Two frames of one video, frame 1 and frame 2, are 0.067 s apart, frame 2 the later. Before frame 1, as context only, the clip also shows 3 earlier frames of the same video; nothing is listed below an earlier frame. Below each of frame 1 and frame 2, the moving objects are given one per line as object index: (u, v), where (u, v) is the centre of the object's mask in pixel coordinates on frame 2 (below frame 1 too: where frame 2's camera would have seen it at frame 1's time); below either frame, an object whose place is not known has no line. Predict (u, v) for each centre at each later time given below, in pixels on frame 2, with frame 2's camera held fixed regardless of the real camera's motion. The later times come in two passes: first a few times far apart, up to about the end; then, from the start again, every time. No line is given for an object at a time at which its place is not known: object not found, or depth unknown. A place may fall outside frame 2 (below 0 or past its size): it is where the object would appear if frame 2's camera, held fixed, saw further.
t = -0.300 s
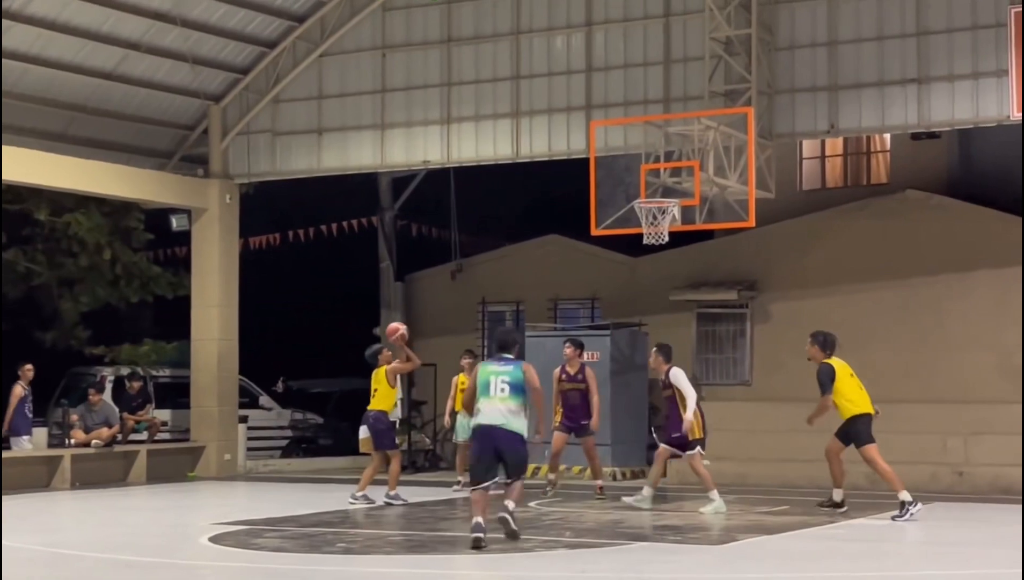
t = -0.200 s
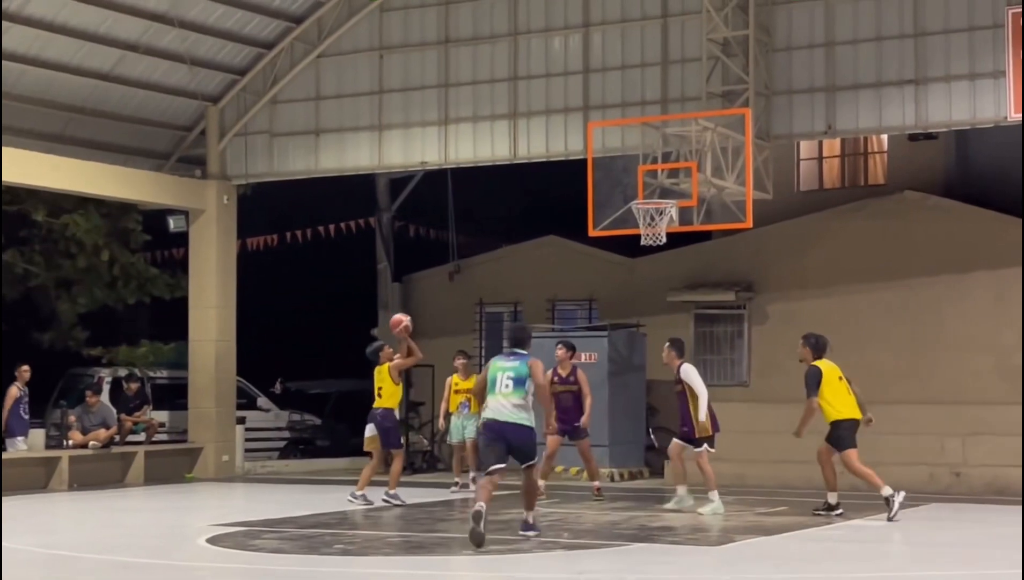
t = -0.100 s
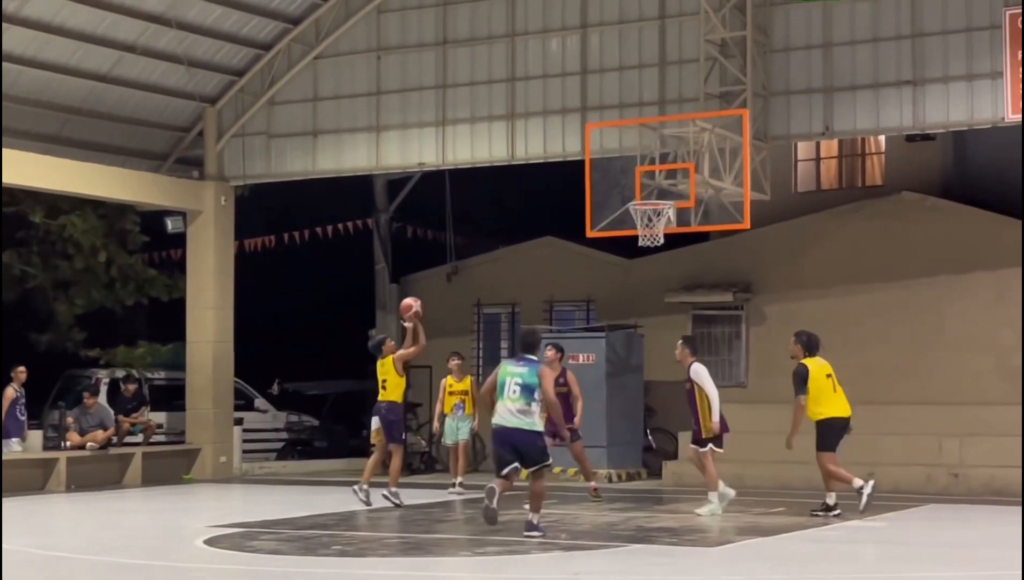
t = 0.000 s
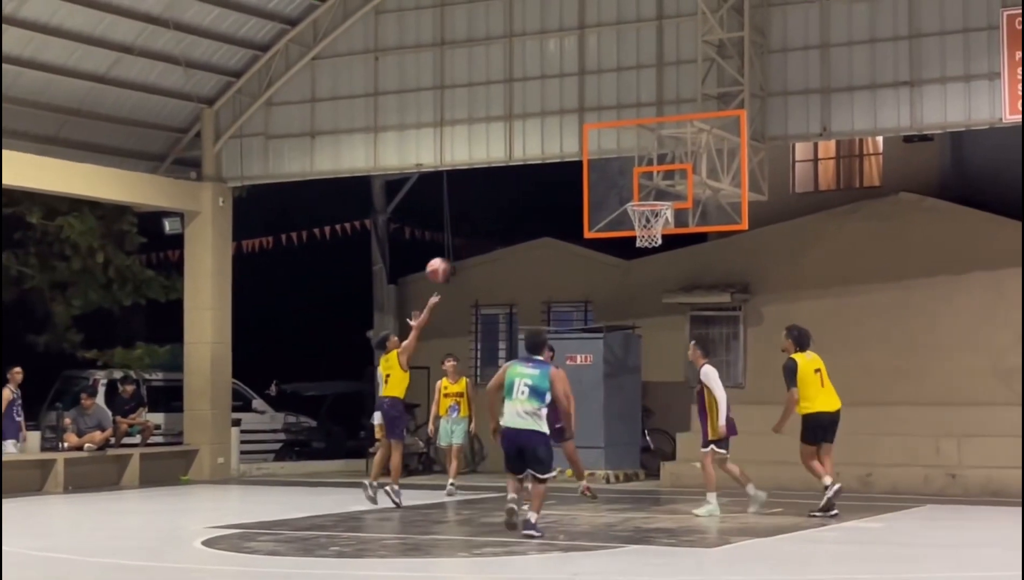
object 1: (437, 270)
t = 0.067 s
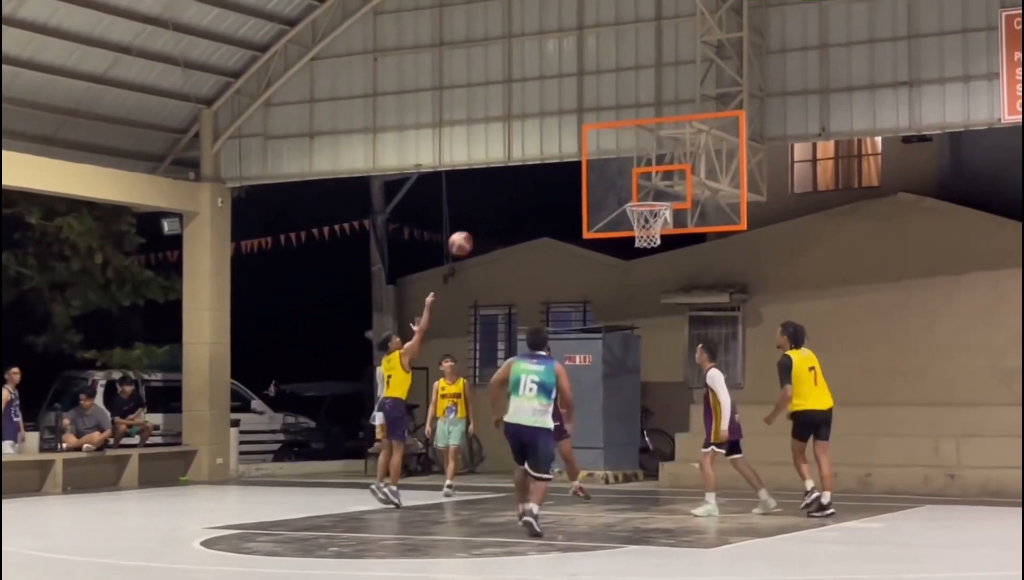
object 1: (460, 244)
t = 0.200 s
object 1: (507, 203)
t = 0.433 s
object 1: (586, 173)
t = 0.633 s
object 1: (641, 182)
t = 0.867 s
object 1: (649, 225)
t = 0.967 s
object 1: (643, 251)
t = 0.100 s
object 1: (472, 232)
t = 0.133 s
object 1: (484, 221)
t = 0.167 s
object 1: (496, 211)
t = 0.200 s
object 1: (507, 203)
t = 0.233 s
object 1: (518, 195)
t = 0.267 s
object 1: (530, 189)
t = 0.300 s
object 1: (541, 183)
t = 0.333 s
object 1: (553, 179)
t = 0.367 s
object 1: (564, 176)
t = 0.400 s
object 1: (575, 174)
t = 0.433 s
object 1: (586, 173)
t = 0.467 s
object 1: (598, 172)
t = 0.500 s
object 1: (610, 173)
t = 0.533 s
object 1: (621, 174)
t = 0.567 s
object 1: (632, 177)
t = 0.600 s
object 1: (639, 180)
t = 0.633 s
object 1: (641, 182)
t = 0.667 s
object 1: (645, 188)
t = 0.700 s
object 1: (648, 191)
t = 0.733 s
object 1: (651, 196)
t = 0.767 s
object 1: (655, 207)
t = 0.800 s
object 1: (655, 215)
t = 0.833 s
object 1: (651, 219)
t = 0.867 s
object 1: (649, 225)
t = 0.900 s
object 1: (648, 237)
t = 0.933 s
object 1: (647, 247)
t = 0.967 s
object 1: (643, 251)
